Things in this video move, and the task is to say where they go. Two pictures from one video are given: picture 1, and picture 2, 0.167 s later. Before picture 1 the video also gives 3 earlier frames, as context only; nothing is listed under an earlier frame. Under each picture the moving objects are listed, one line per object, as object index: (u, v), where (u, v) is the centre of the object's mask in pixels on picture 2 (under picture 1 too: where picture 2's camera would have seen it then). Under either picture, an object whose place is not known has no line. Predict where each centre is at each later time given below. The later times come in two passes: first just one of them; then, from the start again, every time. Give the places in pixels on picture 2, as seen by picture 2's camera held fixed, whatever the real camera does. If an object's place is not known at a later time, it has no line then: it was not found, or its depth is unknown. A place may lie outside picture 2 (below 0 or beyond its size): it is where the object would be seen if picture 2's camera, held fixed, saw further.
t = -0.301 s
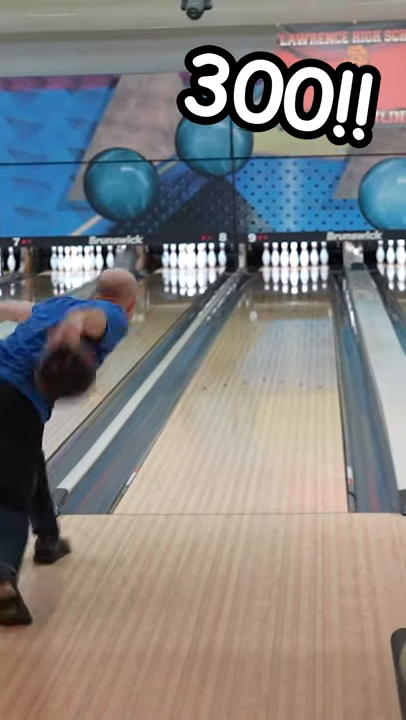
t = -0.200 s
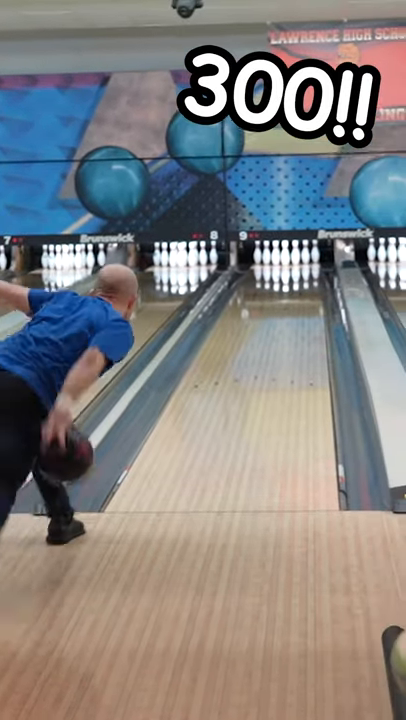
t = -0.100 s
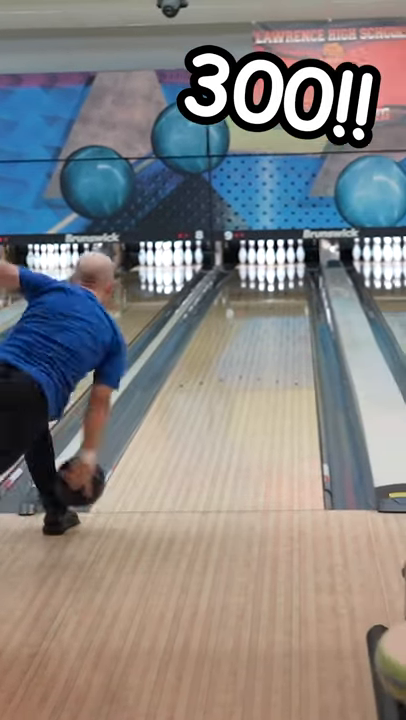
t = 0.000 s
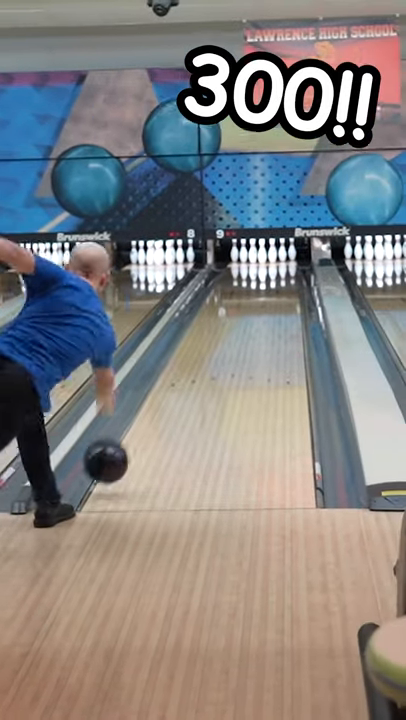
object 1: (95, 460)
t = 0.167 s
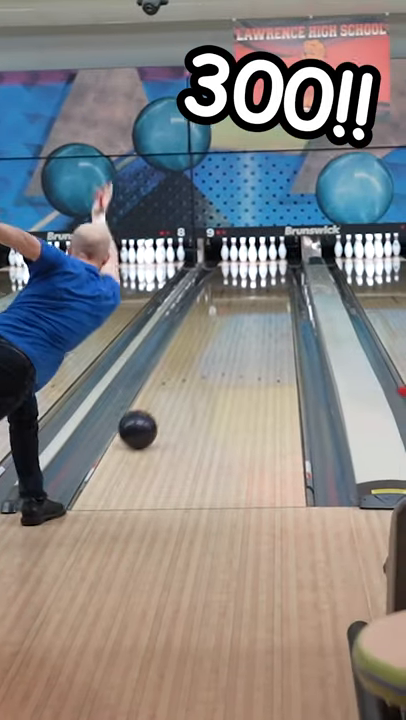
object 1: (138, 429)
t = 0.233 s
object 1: (150, 414)
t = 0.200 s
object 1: (144, 421)
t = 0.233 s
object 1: (150, 414)
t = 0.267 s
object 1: (156, 407)
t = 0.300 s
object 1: (162, 401)
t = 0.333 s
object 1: (167, 395)
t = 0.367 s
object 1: (172, 389)
